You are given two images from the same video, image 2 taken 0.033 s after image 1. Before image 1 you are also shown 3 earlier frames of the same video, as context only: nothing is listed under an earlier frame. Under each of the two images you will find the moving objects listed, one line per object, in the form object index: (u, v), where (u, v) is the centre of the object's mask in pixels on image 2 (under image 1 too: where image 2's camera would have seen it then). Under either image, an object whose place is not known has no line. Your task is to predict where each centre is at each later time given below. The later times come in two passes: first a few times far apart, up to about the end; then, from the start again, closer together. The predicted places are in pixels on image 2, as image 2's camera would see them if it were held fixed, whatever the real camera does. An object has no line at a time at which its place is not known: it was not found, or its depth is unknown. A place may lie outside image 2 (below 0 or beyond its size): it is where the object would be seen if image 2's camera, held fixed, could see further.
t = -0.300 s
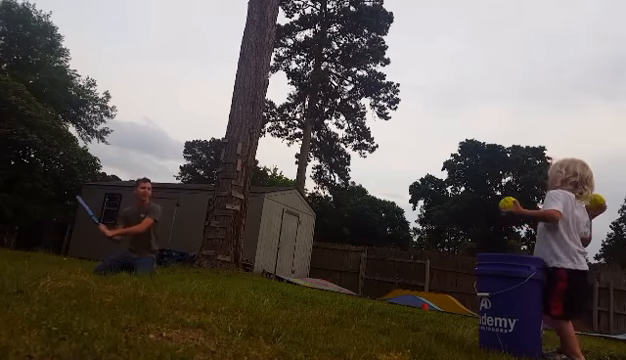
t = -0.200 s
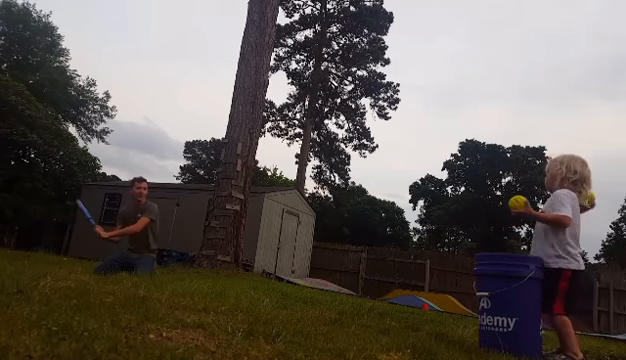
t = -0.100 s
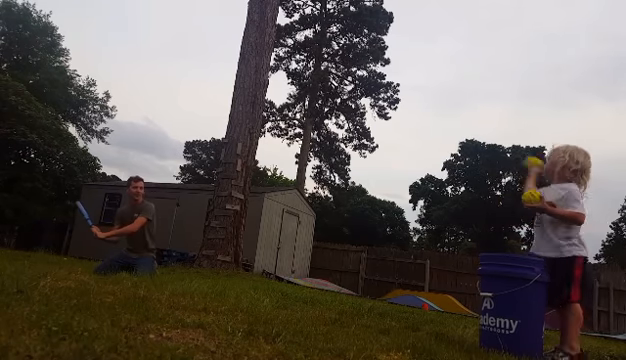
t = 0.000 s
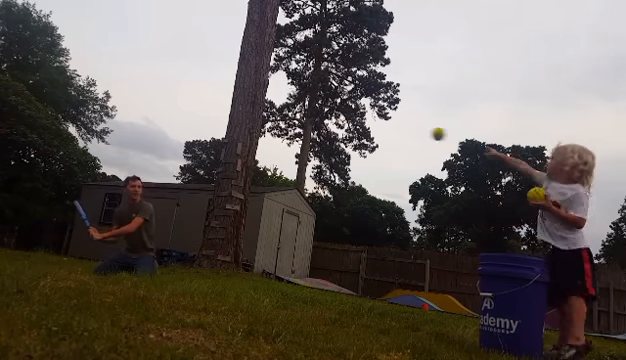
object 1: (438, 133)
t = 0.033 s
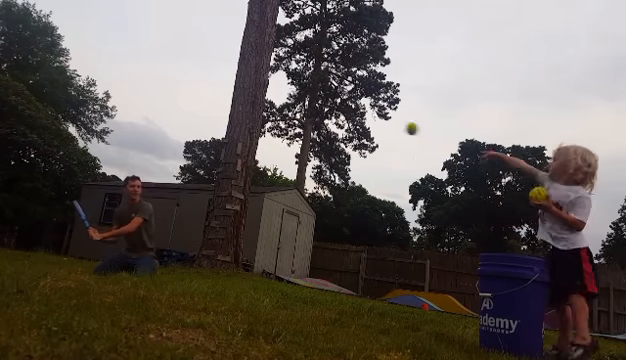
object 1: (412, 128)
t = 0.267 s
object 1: (271, 134)
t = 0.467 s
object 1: (180, 178)
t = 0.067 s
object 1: (387, 125)
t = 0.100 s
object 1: (364, 122)
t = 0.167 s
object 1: (323, 123)
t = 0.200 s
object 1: (305, 125)
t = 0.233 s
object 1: (287, 129)
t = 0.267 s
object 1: (271, 134)
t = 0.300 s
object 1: (254, 139)
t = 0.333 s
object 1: (239, 145)
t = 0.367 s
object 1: (224, 152)
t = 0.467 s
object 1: (180, 178)
